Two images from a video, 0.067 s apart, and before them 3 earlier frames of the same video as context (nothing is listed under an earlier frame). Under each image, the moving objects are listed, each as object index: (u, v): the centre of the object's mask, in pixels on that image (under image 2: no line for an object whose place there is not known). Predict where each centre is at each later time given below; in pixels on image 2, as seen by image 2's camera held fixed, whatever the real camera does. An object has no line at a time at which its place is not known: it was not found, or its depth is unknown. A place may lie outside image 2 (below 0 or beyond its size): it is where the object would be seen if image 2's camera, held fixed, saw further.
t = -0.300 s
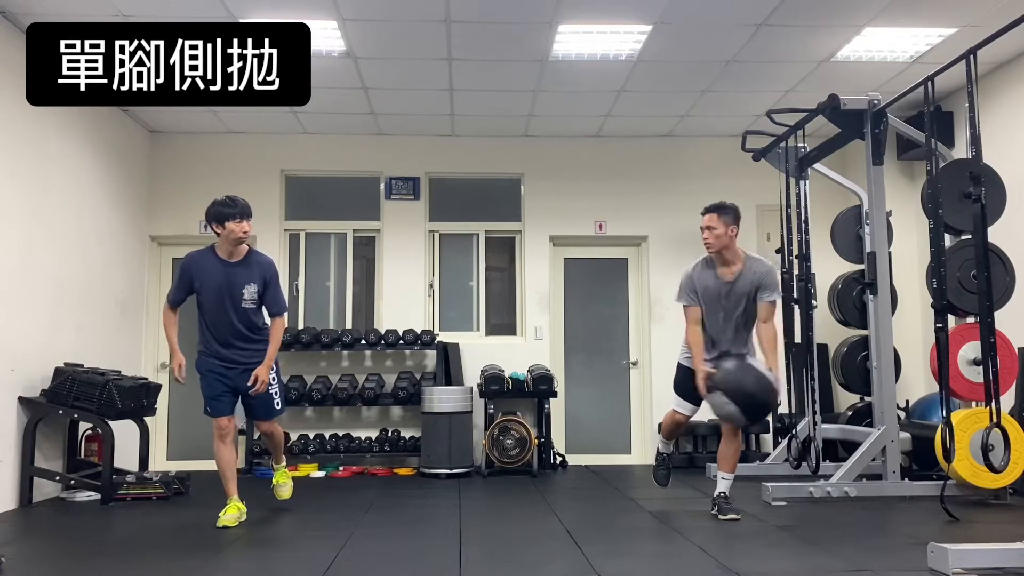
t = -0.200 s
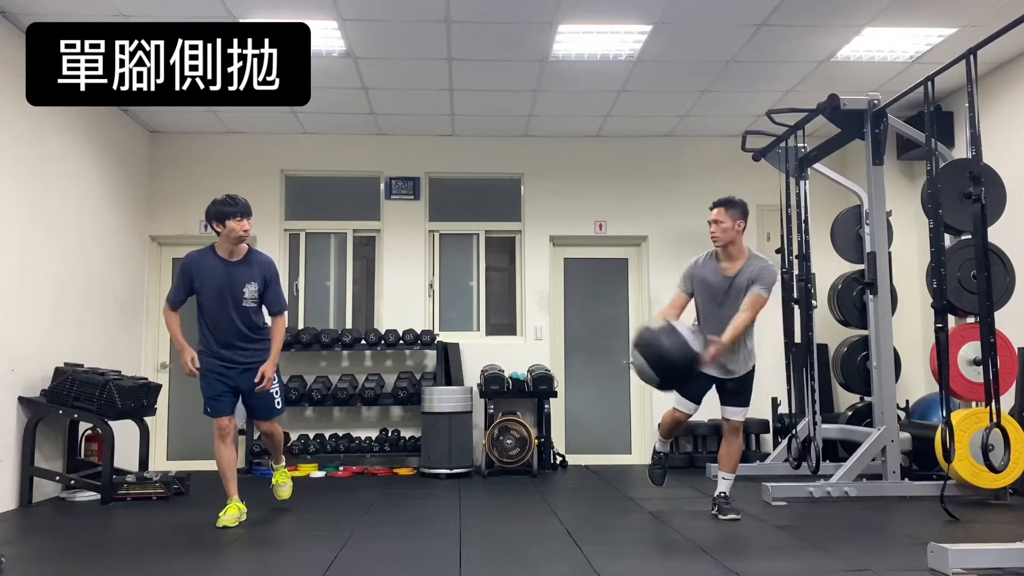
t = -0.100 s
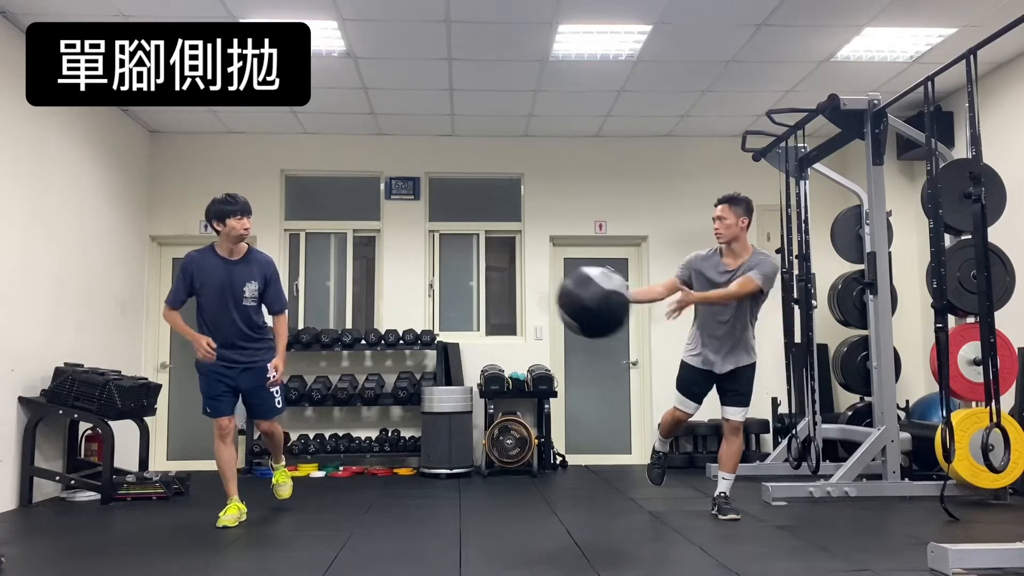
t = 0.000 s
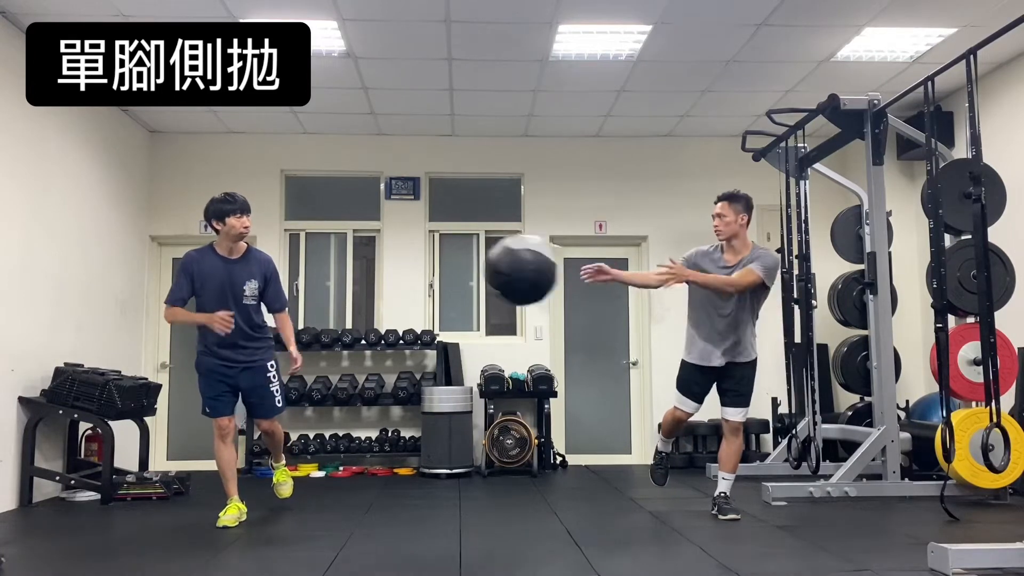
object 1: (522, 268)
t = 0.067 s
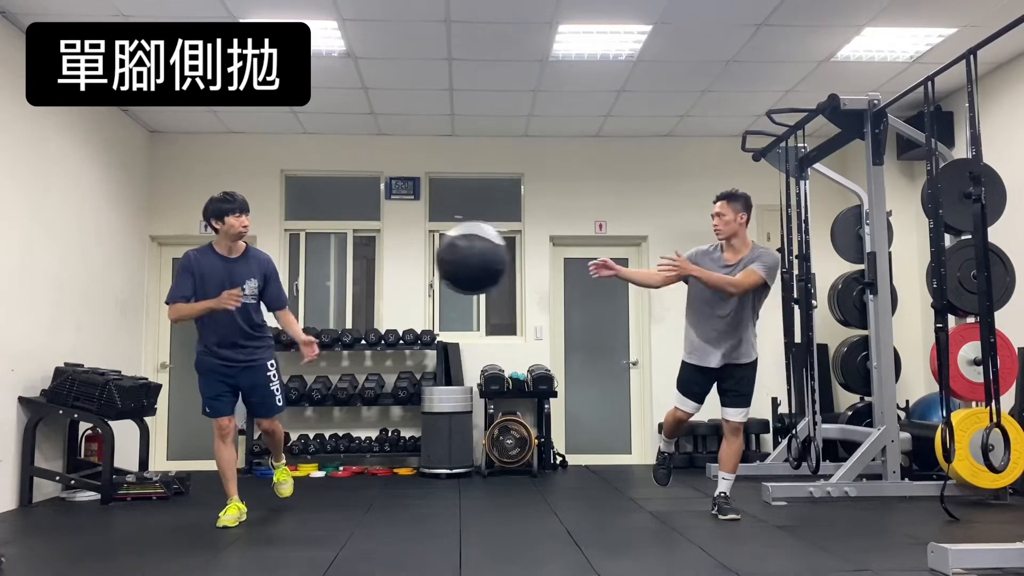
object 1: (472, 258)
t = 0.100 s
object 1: (447, 256)
